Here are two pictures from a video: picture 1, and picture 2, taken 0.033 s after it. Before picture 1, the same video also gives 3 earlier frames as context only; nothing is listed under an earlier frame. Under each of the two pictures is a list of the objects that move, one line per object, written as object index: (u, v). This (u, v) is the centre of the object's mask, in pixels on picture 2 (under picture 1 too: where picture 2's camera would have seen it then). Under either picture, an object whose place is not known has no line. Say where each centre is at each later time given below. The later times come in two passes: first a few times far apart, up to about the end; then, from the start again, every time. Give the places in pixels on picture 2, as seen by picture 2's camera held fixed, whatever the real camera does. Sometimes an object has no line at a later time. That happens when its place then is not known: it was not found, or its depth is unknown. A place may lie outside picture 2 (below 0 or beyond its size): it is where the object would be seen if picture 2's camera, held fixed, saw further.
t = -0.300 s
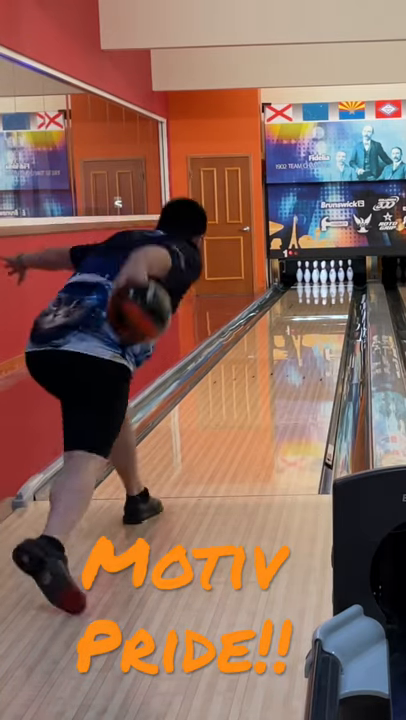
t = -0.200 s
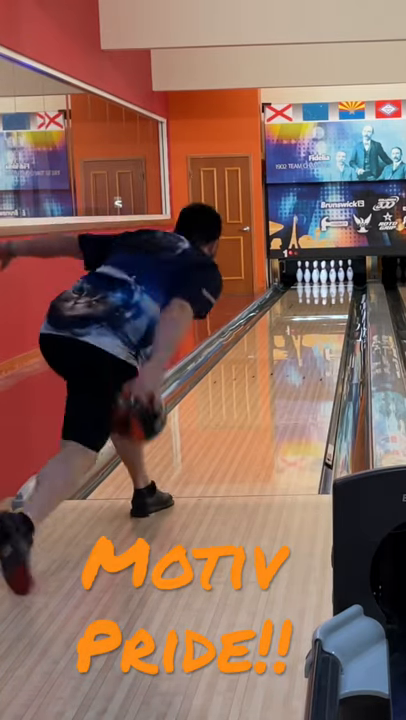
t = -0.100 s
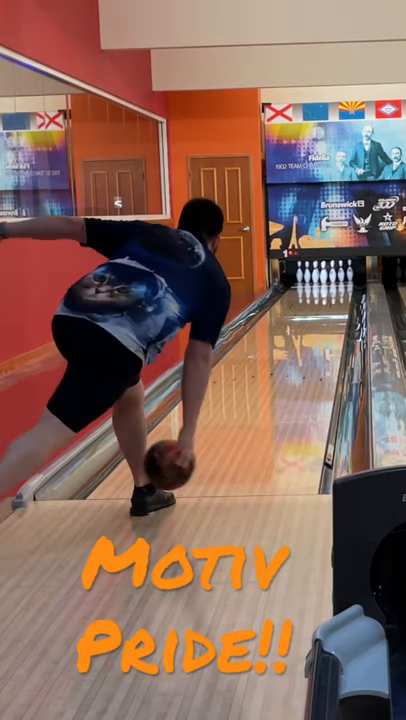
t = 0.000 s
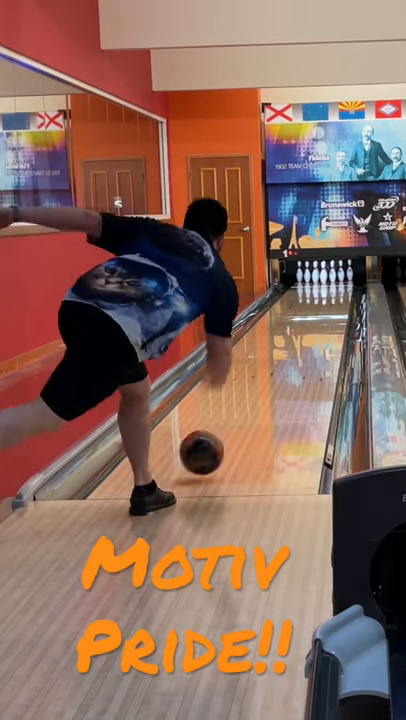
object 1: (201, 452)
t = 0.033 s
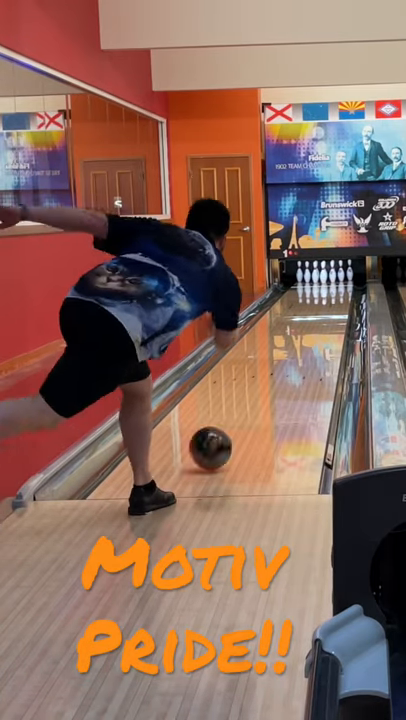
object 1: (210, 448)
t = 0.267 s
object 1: (256, 399)
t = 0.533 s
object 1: (289, 362)
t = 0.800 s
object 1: (309, 338)
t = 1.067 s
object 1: (324, 319)
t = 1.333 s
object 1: (332, 307)
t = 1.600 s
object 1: (338, 296)
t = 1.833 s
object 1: (339, 289)
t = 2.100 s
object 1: (335, 283)
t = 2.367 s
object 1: (327, 279)
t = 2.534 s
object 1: (326, 277)
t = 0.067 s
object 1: (218, 440)
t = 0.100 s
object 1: (226, 432)
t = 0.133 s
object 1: (233, 424)
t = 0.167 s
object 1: (239, 417)
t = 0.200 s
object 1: (245, 411)
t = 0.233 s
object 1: (251, 404)
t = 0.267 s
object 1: (256, 399)
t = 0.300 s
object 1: (261, 393)
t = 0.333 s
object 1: (266, 388)
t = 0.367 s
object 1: (270, 383)
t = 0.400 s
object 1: (274, 378)
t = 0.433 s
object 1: (278, 374)
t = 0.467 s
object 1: (282, 369)
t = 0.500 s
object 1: (285, 365)
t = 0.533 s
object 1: (289, 362)
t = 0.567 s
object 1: (291, 358)
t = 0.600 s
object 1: (294, 354)
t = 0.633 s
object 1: (297, 351)
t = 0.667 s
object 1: (300, 348)
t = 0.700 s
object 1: (302, 345)
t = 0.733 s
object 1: (305, 343)
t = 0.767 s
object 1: (307, 340)
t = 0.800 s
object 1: (309, 338)
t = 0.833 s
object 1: (312, 335)
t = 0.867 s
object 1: (313, 332)
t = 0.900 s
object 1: (315, 330)
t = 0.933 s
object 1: (317, 327)
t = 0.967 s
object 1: (319, 325)
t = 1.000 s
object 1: (321, 324)
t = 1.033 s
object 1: (322, 321)
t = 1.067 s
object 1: (324, 319)
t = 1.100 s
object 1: (325, 318)
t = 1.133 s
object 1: (326, 316)
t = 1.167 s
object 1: (328, 314)
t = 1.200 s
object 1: (329, 312)
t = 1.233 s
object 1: (330, 310)
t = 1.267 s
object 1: (331, 309)
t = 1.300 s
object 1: (332, 307)
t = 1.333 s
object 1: (332, 307)
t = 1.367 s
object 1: (334, 305)
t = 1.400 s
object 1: (334, 303)
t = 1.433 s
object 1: (336, 302)
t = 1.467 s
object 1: (336, 300)
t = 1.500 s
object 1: (337, 299)
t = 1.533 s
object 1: (337, 298)
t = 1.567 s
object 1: (337, 297)
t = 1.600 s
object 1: (338, 296)
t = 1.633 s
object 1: (339, 295)
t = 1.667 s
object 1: (339, 294)
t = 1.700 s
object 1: (339, 293)
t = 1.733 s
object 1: (339, 291)
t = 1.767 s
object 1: (338, 291)
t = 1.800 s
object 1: (339, 290)
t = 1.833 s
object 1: (339, 289)
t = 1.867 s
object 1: (338, 288)
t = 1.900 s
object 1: (338, 288)
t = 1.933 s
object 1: (338, 287)
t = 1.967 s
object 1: (337, 286)
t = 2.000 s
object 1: (337, 286)
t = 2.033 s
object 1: (336, 285)
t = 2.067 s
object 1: (335, 284)
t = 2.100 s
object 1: (335, 283)
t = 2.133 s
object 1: (333, 283)
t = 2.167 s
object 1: (333, 282)
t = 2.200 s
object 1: (333, 280)
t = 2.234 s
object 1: (332, 281)
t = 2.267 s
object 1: (332, 281)
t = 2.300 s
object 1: (330, 280)
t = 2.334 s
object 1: (328, 279)
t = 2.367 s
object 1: (327, 279)
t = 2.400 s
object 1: (326, 279)
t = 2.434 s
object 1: (327, 278)
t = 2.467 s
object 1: (326, 278)
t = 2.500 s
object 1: (325, 278)
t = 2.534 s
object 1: (326, 277)
